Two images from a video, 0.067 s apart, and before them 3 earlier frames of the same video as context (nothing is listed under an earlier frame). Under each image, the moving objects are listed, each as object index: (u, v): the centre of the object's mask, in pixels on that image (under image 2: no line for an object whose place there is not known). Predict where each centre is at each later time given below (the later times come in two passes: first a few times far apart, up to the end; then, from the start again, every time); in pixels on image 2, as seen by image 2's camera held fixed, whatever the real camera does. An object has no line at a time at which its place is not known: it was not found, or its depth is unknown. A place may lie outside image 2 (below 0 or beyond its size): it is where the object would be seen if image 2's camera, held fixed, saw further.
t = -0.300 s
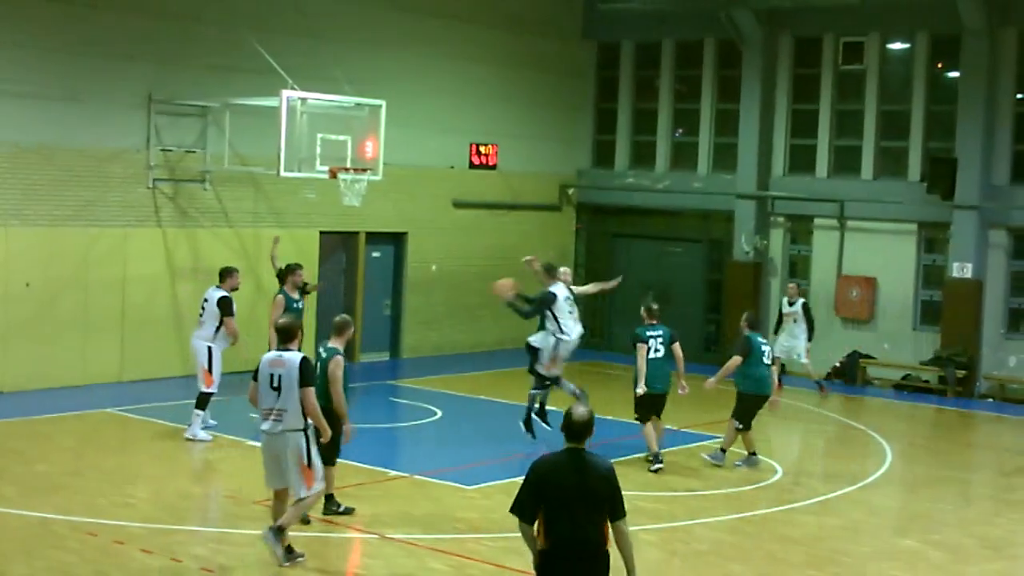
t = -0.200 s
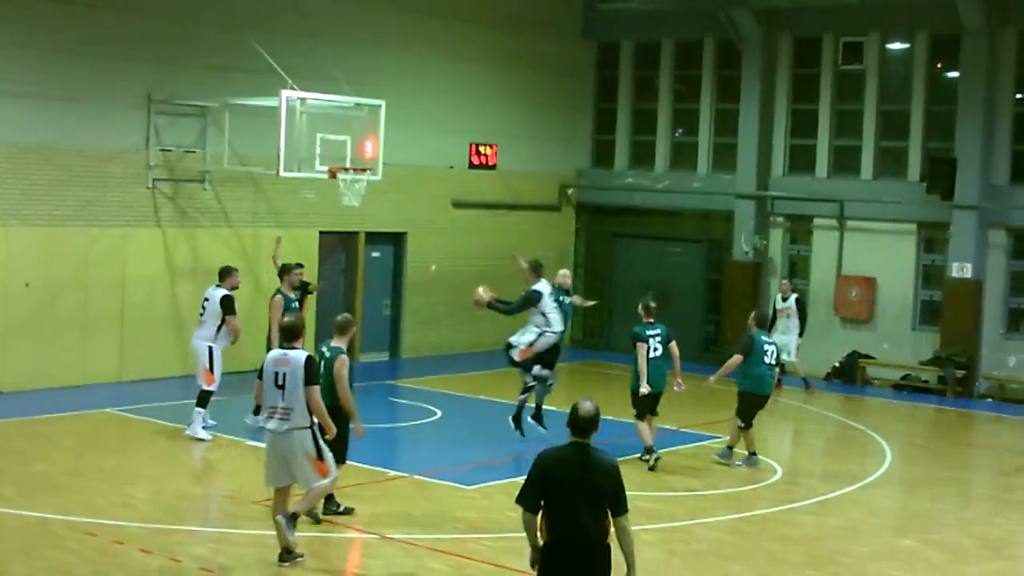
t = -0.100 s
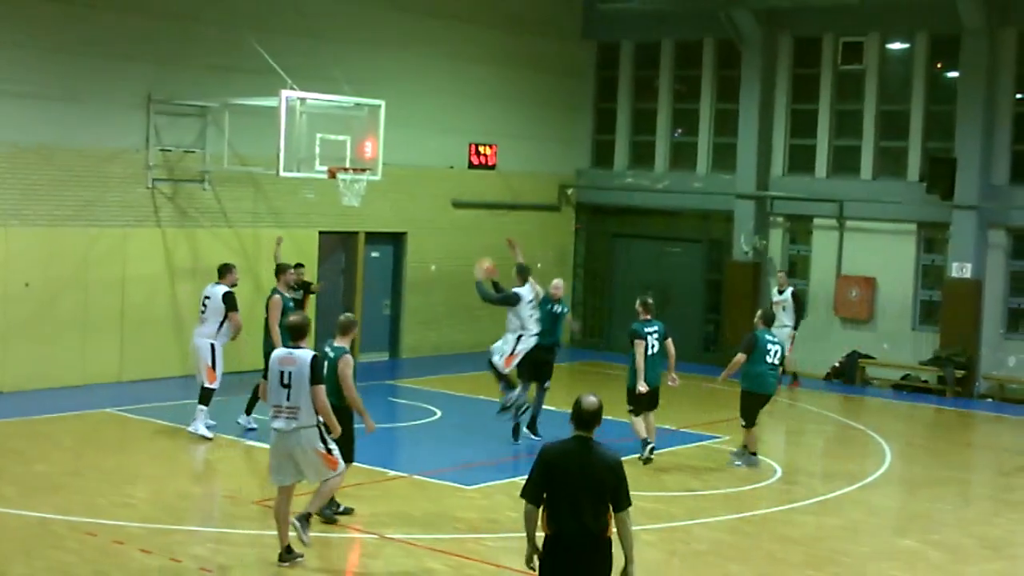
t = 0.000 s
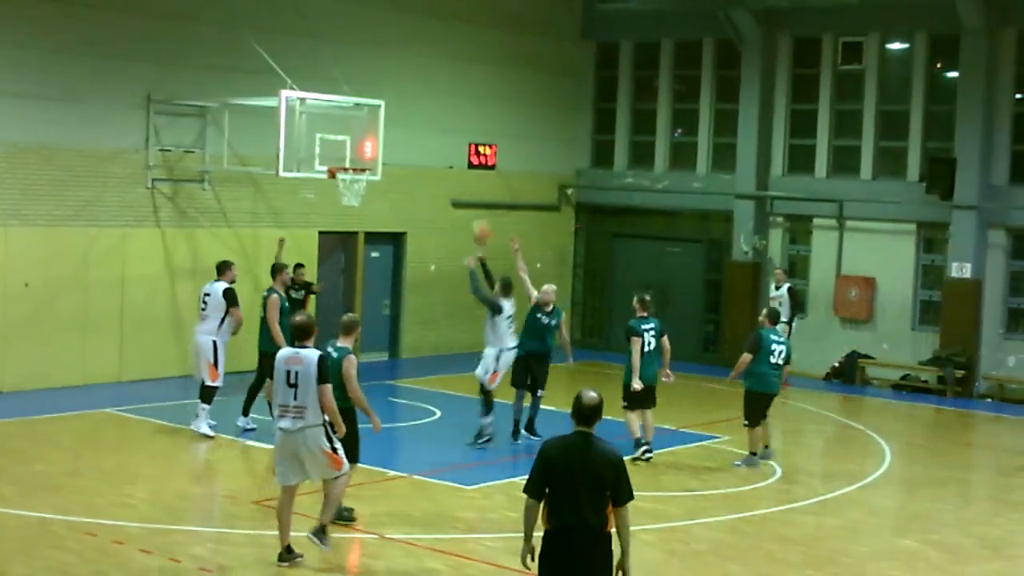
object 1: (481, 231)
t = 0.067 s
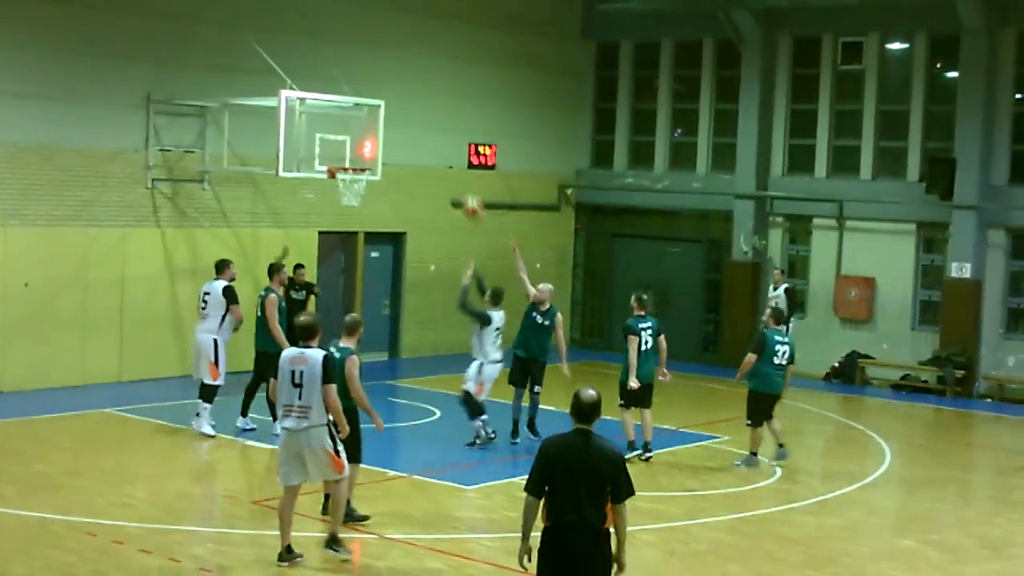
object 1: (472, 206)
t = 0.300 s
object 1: (445, 148)
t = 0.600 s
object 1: (412, 138)
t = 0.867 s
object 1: (382, 188)
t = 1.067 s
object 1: (358, 255)
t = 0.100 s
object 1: (469, 194)
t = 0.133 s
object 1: (465, 184)
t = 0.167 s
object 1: (460, 176)
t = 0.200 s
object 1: (455, 166)
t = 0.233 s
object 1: (454, 160)
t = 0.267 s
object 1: (449, 153)
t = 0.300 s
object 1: (445, 148)
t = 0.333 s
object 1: (441, 144)
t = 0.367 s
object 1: (437, 139)
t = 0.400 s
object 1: (433, 136)
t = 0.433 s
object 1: (428, 134)
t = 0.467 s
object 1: (424, 133)
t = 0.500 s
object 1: (422, 133)
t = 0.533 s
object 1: (418, 134)
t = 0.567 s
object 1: (414, 136)
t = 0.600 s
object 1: (412, 138)
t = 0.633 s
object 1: (408, 141)
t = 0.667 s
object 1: (404, 145)
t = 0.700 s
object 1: (401, 150)
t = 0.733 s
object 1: (398, 156)
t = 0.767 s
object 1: (394, 162)
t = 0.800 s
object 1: (391, 170)
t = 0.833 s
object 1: (386, 179)
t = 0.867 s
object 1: (382, 188)
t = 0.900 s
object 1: (377, 196)
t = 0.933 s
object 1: (373, 206)
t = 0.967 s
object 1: (371, 217)
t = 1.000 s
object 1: (365, 231)
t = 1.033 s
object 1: (363, 242)
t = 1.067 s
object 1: (358, 255)
